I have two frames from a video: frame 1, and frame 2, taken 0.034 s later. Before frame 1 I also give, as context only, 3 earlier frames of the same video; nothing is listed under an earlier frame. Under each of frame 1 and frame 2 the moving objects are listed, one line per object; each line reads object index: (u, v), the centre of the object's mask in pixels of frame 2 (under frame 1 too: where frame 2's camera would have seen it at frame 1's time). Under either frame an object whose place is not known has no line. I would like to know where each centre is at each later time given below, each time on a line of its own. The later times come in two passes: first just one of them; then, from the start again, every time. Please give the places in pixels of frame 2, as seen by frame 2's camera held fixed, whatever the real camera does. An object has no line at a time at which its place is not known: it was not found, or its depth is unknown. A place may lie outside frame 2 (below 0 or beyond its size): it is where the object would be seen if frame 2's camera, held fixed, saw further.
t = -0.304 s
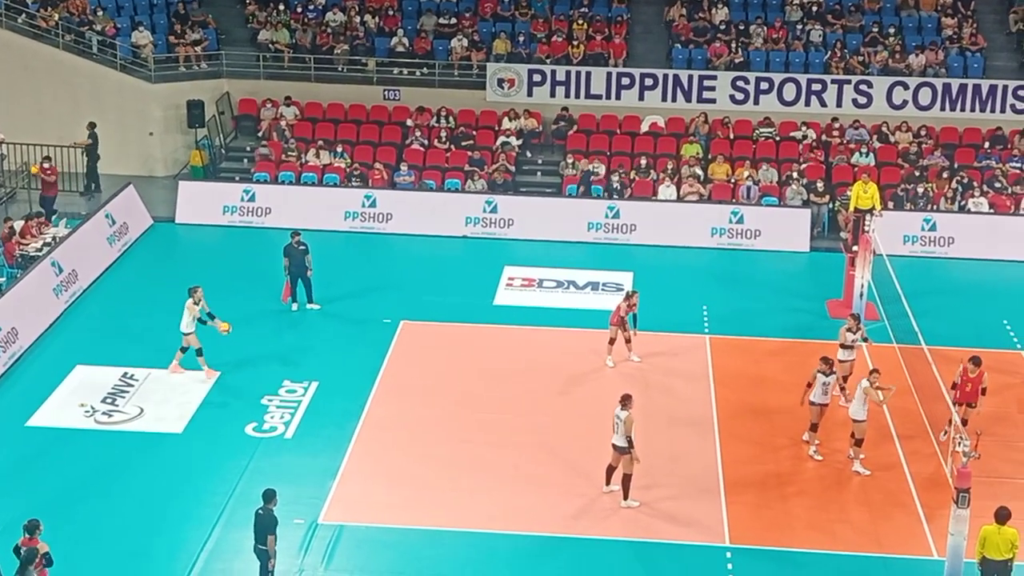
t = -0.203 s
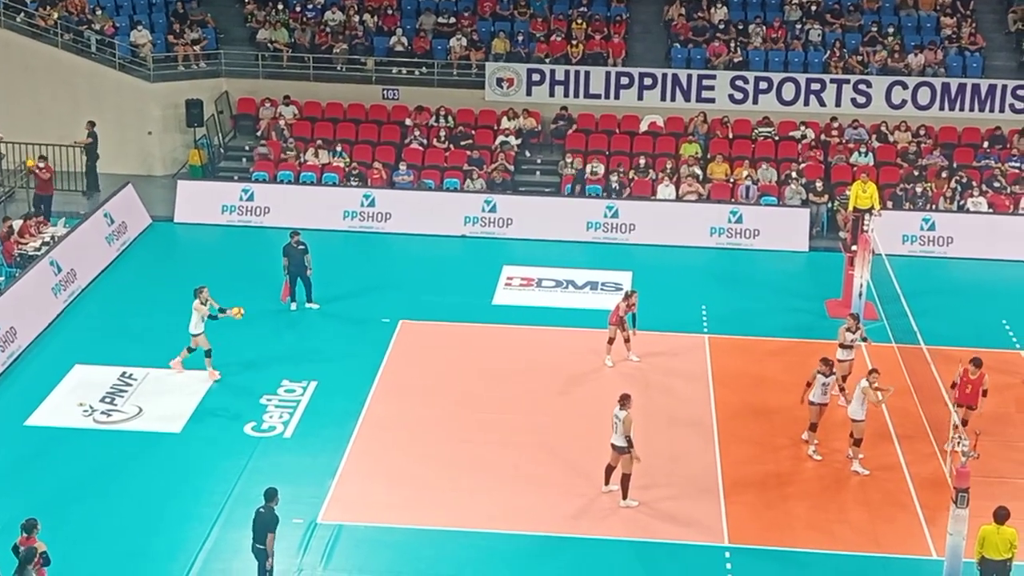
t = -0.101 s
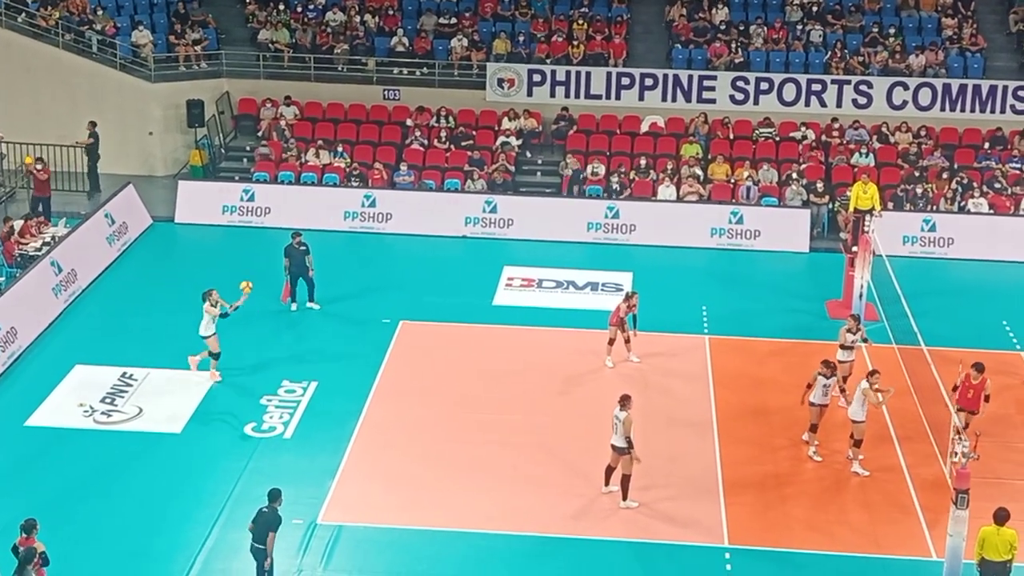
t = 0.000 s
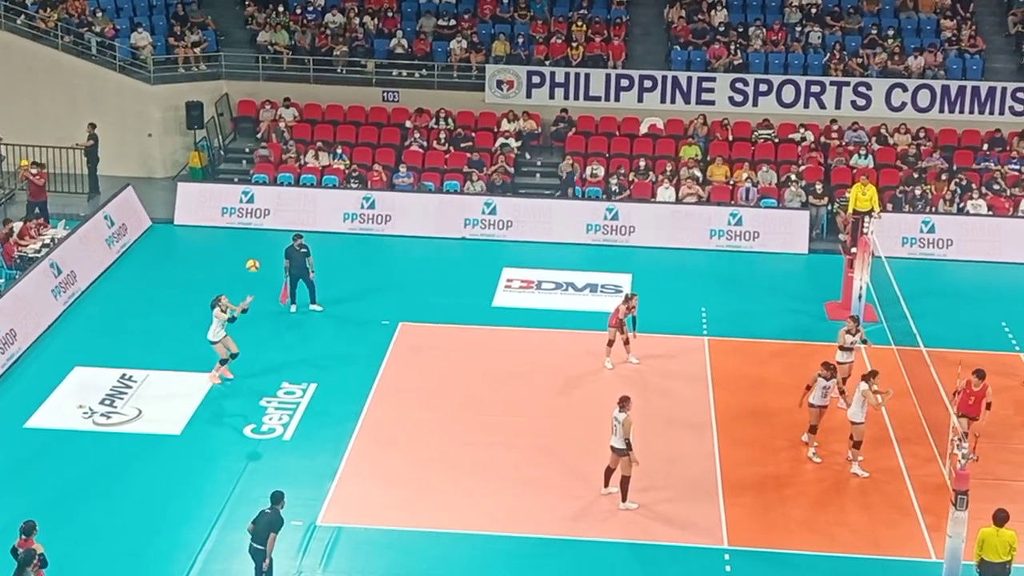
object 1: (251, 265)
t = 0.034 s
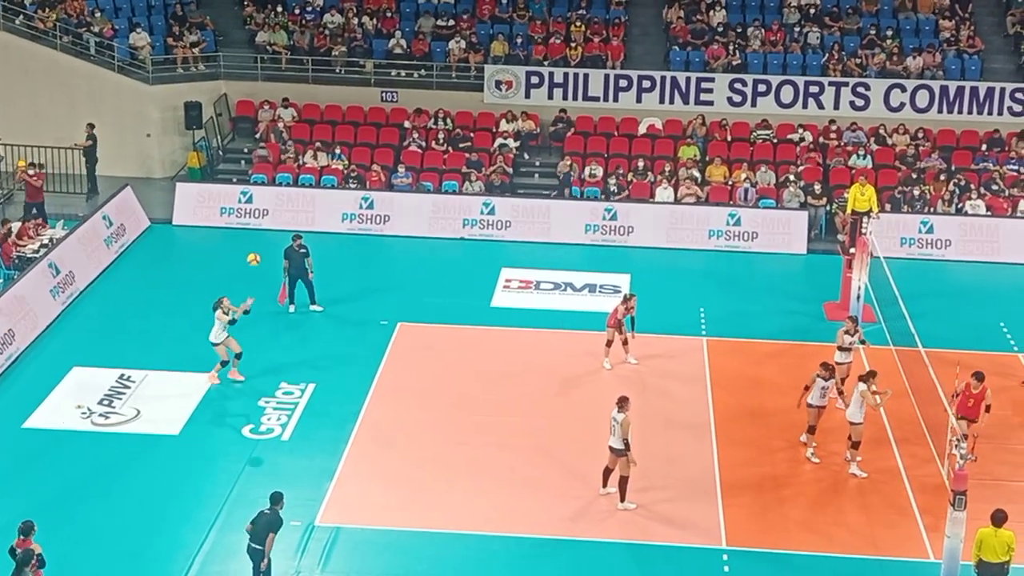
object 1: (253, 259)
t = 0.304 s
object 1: (272, 229)
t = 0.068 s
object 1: (256, 253)
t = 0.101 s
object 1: (258, 248)
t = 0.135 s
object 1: (260, 243)
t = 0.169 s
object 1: (263, 239)
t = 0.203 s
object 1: (265, 236)
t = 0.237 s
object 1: (268, 233)
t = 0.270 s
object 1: (270, 231)
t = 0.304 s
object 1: (272, 229)
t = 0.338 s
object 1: (274, 228)
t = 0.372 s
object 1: (276, 228)
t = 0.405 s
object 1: (279, 228)
